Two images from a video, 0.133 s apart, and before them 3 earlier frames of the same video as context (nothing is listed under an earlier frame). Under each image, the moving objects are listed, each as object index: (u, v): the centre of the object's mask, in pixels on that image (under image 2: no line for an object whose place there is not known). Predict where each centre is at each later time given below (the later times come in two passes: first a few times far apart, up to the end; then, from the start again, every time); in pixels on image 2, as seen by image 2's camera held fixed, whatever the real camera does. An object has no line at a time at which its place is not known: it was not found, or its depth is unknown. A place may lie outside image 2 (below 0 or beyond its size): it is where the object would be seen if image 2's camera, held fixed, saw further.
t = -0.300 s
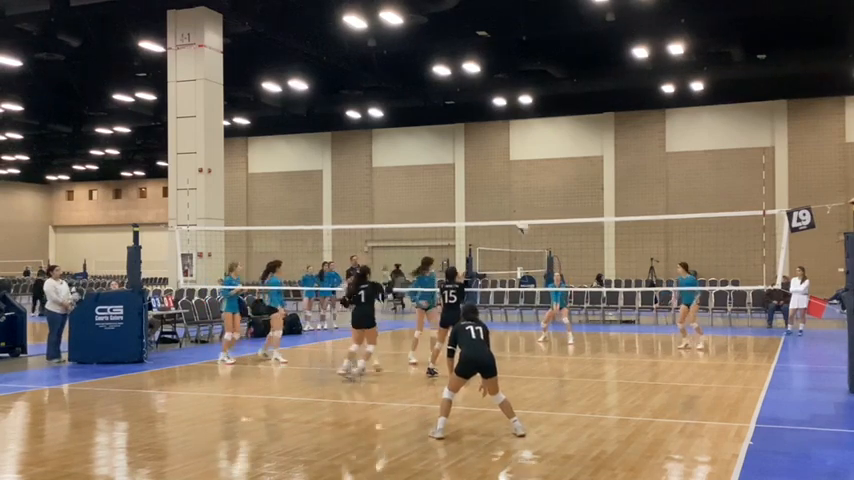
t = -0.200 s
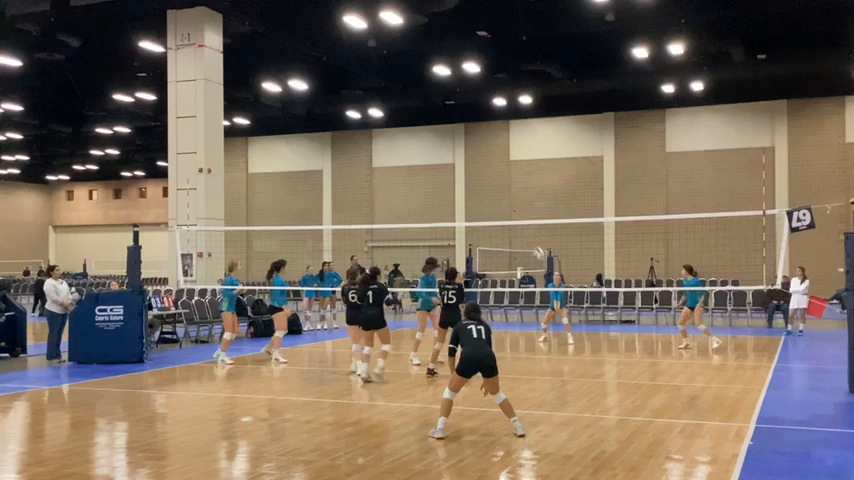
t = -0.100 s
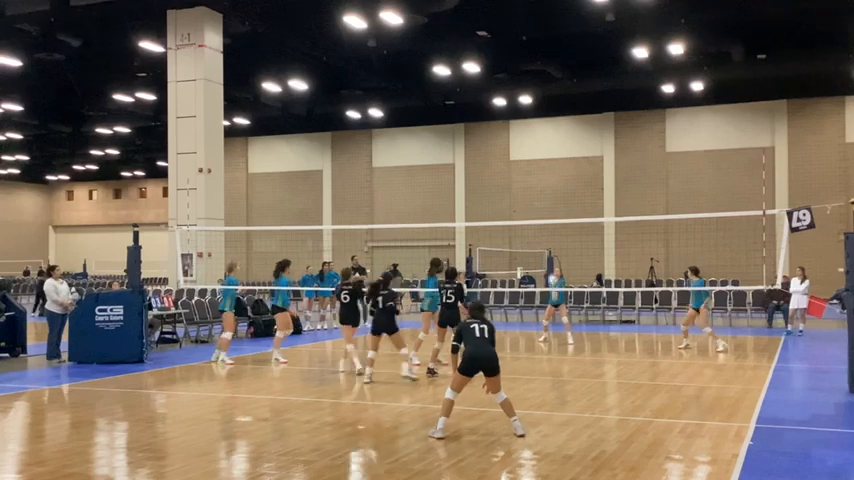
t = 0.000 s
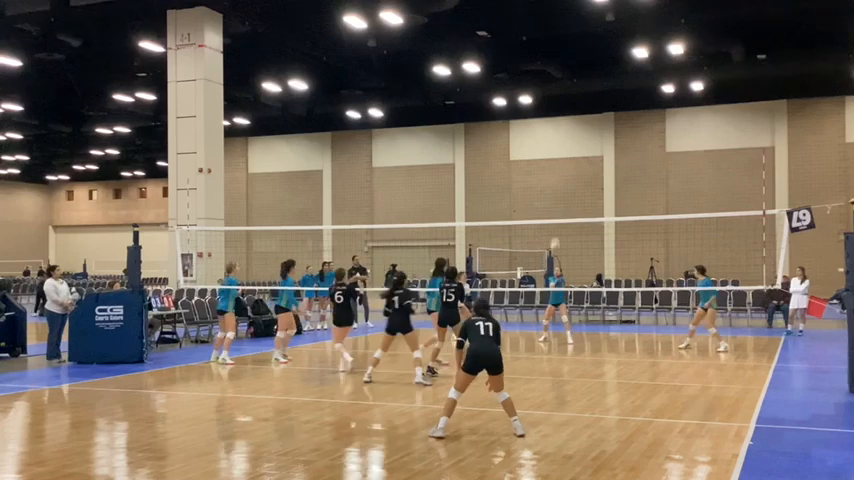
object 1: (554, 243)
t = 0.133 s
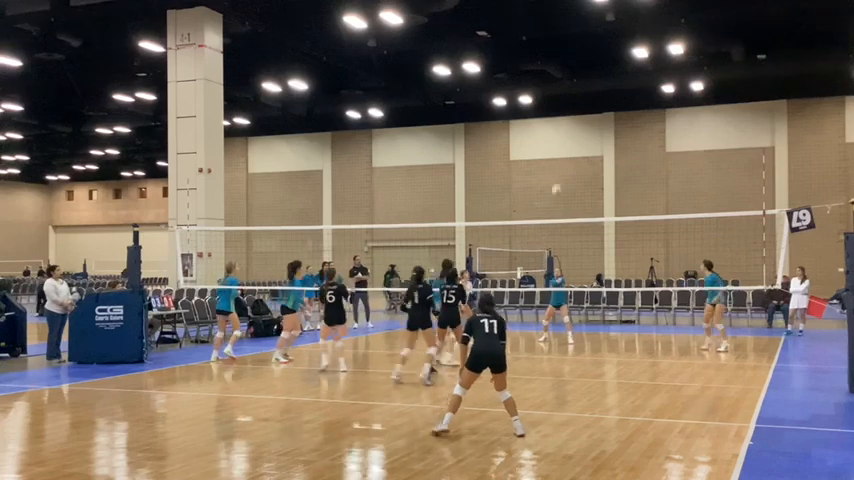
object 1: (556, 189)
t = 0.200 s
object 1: (557, 164)
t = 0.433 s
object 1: (560, 99)
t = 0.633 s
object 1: (564, 62)
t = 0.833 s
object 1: (568, 45)
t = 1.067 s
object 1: (573, 50)
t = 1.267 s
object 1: (577, 76)
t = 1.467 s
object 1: (580, 119)
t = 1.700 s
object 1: (586, 197)
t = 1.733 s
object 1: (585, 210)
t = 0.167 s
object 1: (556, 176)
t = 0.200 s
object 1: (557, 164)
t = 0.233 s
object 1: (560, 155)
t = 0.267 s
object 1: (559, 145)
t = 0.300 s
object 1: (558, 134)
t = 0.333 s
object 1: (559, 124)
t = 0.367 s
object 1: (560, 113)
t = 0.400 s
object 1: (560, 107)
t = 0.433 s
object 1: (560, 99)
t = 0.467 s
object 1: (561, 91)
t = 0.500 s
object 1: (562, 85)
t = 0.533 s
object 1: (562, 78)
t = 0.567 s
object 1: (563, 72)
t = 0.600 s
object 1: (563, 67)
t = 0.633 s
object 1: (564, 62)
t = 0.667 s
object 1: (565, 58)
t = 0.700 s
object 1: (565, 55)
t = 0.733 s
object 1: (566, 51)
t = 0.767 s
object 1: (566, 48)
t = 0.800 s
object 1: (567, 47)
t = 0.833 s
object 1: (568, 45)
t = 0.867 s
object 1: (569, 44)
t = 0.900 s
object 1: (569, 44)
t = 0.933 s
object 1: (570, 44)
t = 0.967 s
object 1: (571, 45)
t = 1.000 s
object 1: (571, 46)
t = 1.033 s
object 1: (572, 48)
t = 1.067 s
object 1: (573, 50)
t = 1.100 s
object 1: (573, 53)
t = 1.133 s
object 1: (574, 56)
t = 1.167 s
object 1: (575, 60)
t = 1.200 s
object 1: (575, 65)
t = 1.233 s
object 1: (576, 70)
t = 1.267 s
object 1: (577, 76)
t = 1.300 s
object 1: (578, 81)
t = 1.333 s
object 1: (578, 88)
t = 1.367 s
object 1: (579, 96)
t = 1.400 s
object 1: (580, 104)
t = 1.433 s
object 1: (580, 111)
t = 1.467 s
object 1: (580, 119)
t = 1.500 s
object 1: (581, 129)
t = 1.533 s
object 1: (583, 140)
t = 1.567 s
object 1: (584, 150)
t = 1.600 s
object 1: (583, 160)
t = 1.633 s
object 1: (584, 172)
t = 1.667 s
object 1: (585, 185)
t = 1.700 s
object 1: (586, 197)
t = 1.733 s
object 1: (585, 210)
